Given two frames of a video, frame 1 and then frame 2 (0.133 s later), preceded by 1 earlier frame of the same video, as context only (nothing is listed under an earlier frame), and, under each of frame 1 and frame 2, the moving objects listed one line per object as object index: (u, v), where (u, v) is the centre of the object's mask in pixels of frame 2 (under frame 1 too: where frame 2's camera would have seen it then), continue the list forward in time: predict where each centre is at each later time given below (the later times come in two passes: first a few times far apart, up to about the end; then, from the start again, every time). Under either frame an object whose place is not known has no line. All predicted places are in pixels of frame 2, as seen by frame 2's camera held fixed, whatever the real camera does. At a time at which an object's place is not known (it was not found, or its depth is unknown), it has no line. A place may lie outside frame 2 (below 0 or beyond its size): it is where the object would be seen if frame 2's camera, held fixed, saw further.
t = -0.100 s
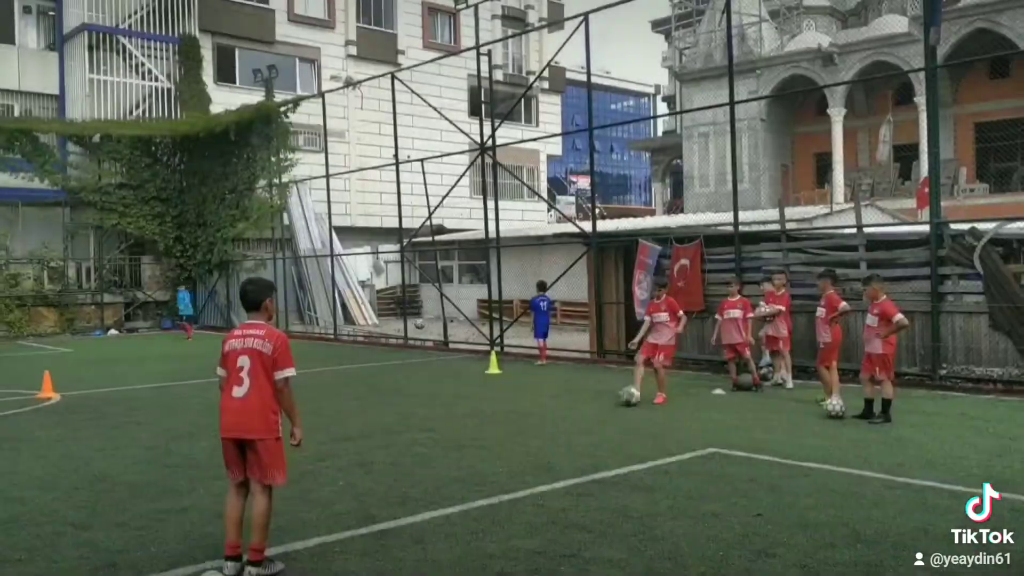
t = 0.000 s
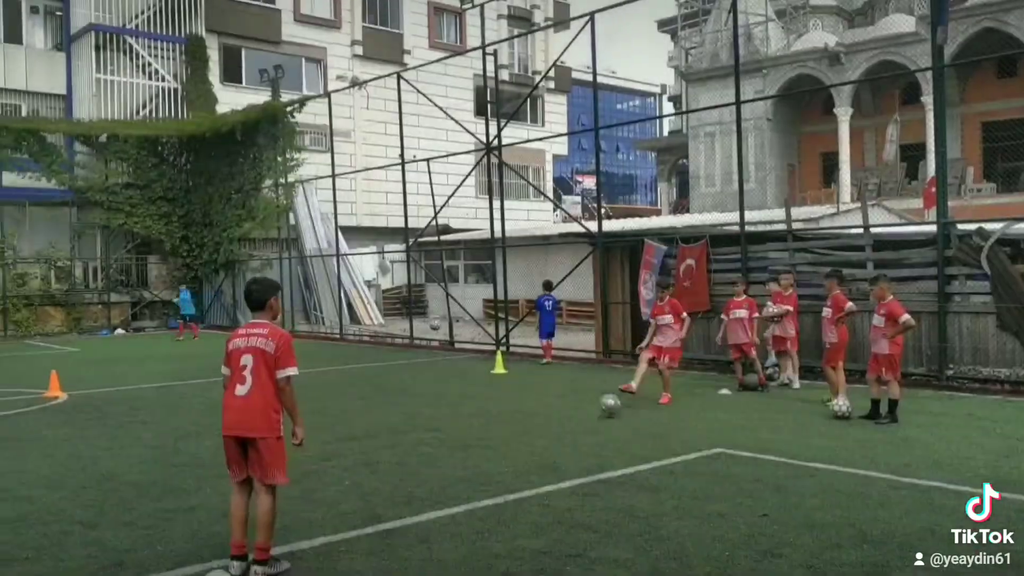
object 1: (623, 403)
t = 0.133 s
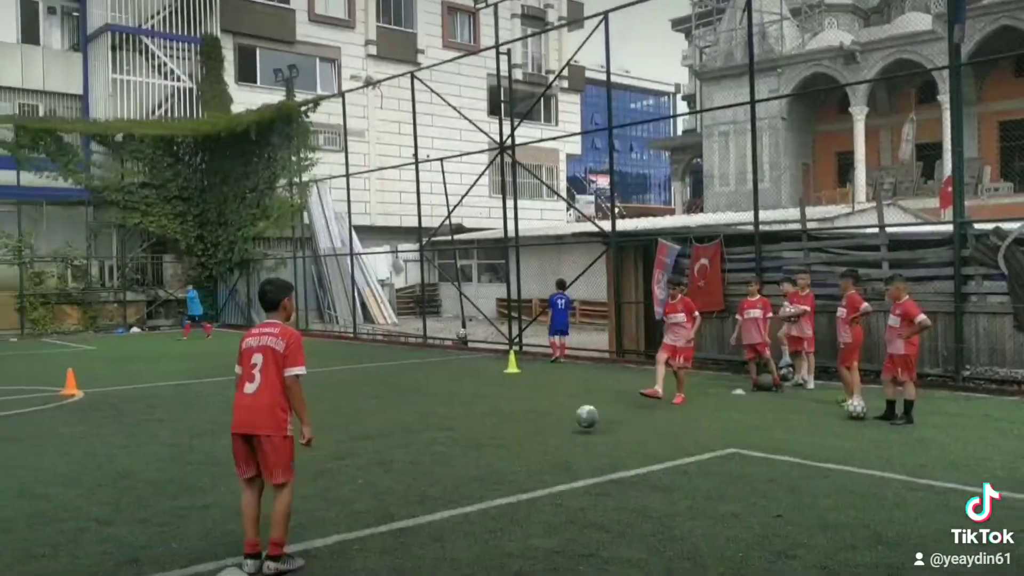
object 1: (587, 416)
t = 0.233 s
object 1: (559, 429)
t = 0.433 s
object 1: (513, 442)
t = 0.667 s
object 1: (455, 467)
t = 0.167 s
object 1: (578, 419)
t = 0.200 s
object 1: (569, 424)
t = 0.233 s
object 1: (559, 429)
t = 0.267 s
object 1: (550, 438)
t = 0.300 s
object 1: (543, 438)
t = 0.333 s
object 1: (536, 437)
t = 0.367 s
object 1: (528, 437)
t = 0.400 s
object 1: (521, 438)
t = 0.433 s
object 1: (513, 442)
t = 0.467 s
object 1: (506, 446)
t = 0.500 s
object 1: (498, 453)
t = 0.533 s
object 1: (490, 461)
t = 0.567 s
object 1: (482, 469)
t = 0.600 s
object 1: (474, 467)
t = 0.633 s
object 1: (464, 466)
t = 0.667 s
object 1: (455, 467)
